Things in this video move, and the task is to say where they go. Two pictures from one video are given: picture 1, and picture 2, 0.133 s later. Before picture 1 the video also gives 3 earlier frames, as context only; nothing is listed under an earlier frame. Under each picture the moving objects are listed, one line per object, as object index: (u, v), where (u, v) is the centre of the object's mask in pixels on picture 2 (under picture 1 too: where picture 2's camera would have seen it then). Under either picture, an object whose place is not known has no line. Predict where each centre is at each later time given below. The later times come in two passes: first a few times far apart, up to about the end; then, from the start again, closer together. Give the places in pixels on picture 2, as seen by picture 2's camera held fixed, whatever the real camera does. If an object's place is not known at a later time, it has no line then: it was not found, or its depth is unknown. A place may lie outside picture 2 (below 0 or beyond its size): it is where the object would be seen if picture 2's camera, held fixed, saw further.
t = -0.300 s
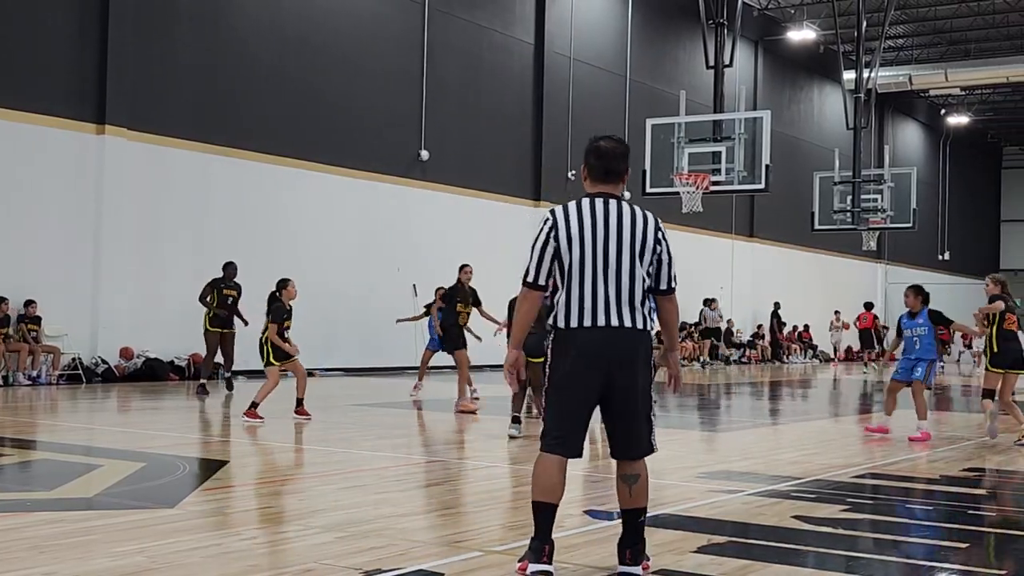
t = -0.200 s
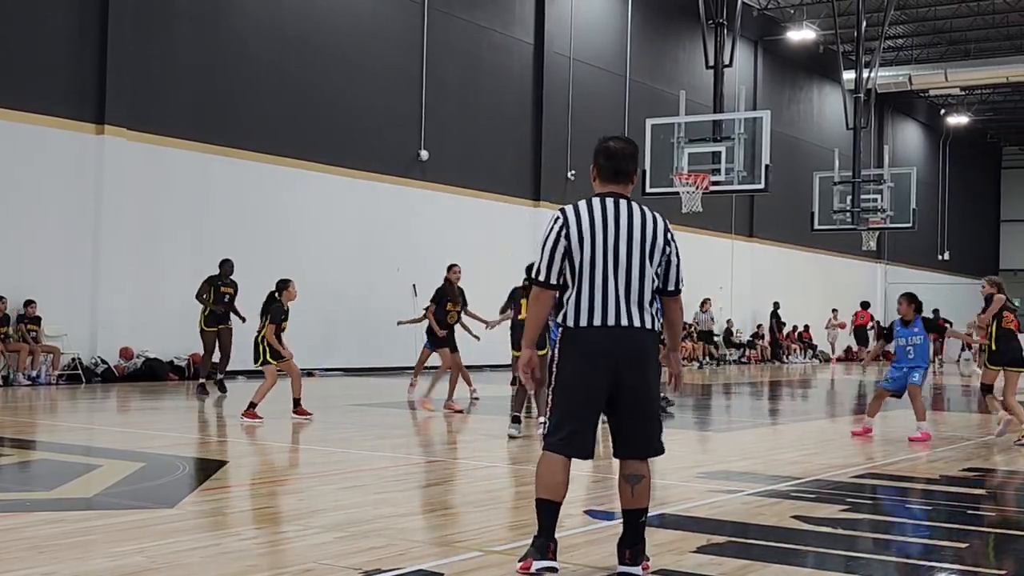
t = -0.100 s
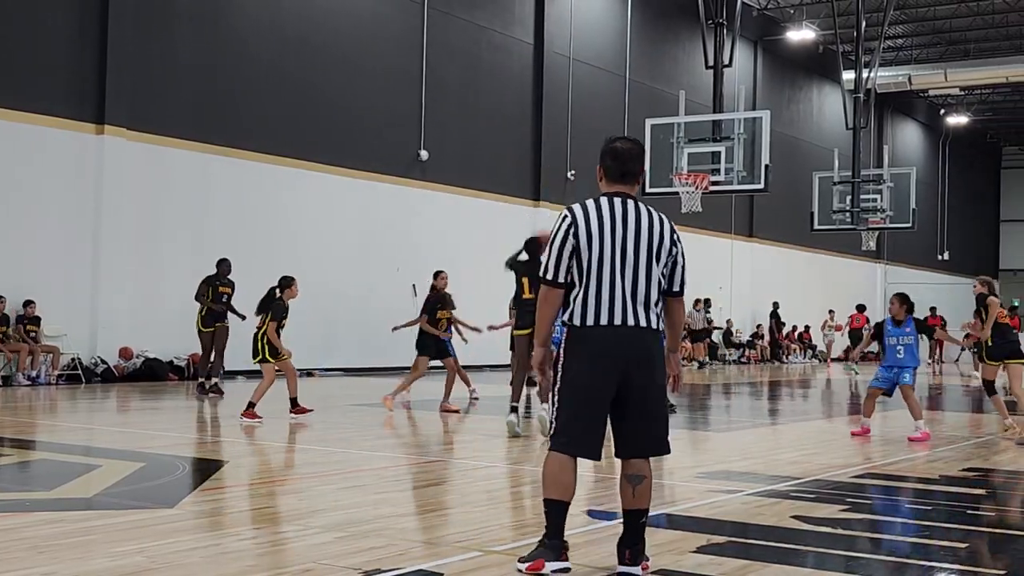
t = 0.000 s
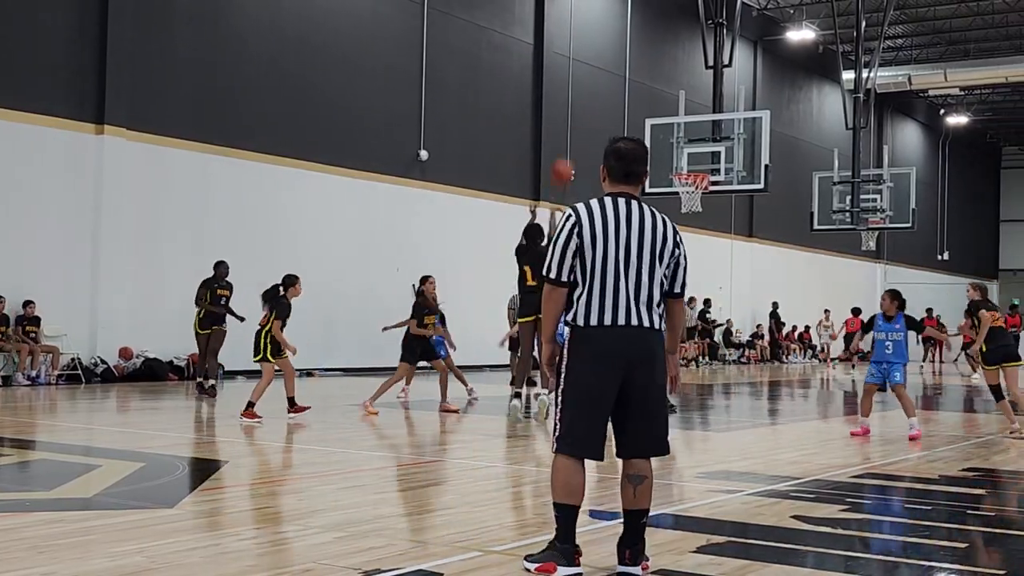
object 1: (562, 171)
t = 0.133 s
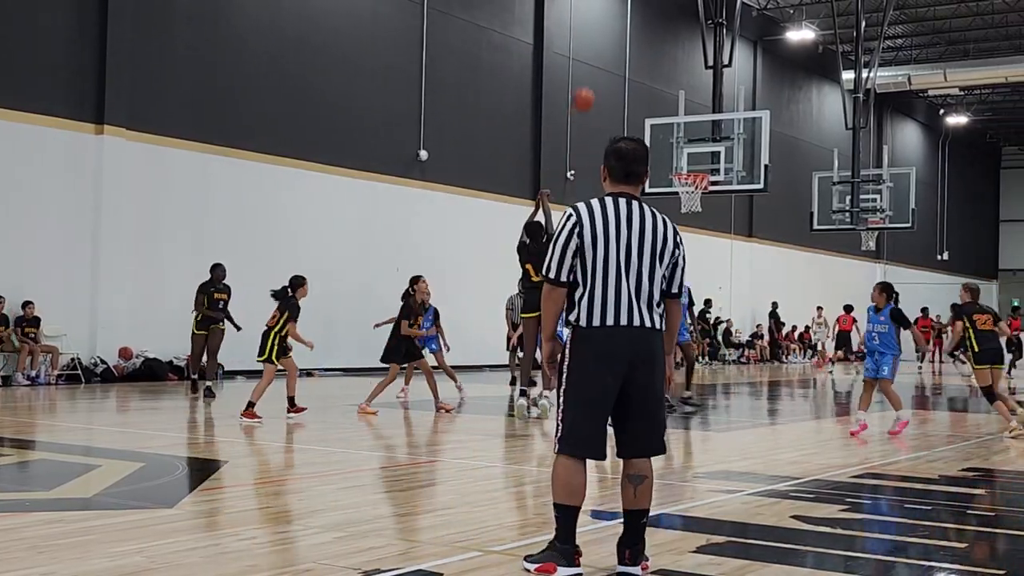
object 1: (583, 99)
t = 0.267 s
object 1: (602, 50)
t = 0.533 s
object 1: (632, 8)
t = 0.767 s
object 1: (653, 20)
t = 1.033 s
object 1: (673, 84)
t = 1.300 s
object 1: (693, 167)
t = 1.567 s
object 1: (739, 158)
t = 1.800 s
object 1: (784, 195)
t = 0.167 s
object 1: (588, 85)
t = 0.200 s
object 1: (593, 72)
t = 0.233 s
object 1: (597, 61)
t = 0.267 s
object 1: (602, 50)
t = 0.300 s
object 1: (606, 40)
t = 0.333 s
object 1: (610, 32)
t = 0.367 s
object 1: (615, 25)
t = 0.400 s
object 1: (618, 20)
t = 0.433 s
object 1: (622, 15)
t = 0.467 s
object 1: (625, 11)
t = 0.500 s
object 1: (628, 9)
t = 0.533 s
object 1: (632, 8)
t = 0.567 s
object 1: (636, 7)
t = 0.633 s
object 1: (641, 8)
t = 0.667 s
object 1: (644, 10)
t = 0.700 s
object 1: (648, 12)
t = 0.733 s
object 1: (650, 16)
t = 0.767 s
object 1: (653, 20)
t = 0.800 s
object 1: (656, 26)
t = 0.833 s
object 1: (659, 31)
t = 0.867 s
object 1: (662, 38)
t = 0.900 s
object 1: (664, 46)
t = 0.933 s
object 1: (667, 54)
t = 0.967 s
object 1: (669, 64)
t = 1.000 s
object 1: (671, 73)
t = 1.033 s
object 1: (673, 84)
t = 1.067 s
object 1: (675, 94)
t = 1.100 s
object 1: (677, 106)
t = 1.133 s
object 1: (679, 119)
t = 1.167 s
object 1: (682, 131)
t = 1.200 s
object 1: (684, 144)
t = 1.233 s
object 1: (685, 158)
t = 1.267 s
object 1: (686, 169)
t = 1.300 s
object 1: (693, 167)
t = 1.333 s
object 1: (698, 164)
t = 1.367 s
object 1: (703, 161)
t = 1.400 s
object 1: (710, 159)
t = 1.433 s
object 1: (715, 157)
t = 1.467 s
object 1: (722, 156)
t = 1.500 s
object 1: (727, 155)
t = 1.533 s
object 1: (732, 156)
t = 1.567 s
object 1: (739, 158)
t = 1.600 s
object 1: (745, 160)
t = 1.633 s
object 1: (752, 163)
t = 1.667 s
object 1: (759, 168)
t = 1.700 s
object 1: (764, 173)
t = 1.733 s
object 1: (771, 180)
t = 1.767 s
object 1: (777, 187)
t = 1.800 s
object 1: (784, 195)
